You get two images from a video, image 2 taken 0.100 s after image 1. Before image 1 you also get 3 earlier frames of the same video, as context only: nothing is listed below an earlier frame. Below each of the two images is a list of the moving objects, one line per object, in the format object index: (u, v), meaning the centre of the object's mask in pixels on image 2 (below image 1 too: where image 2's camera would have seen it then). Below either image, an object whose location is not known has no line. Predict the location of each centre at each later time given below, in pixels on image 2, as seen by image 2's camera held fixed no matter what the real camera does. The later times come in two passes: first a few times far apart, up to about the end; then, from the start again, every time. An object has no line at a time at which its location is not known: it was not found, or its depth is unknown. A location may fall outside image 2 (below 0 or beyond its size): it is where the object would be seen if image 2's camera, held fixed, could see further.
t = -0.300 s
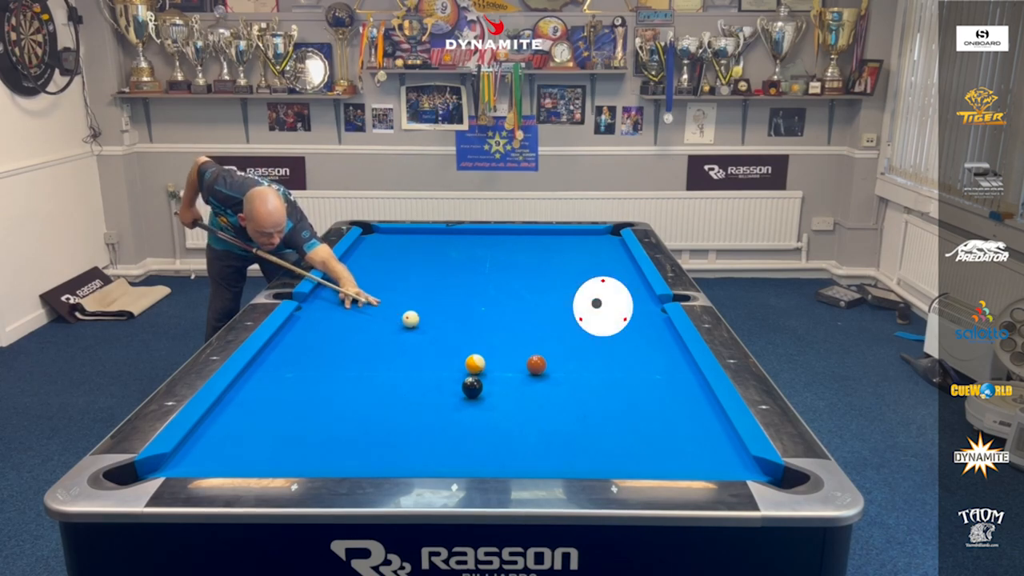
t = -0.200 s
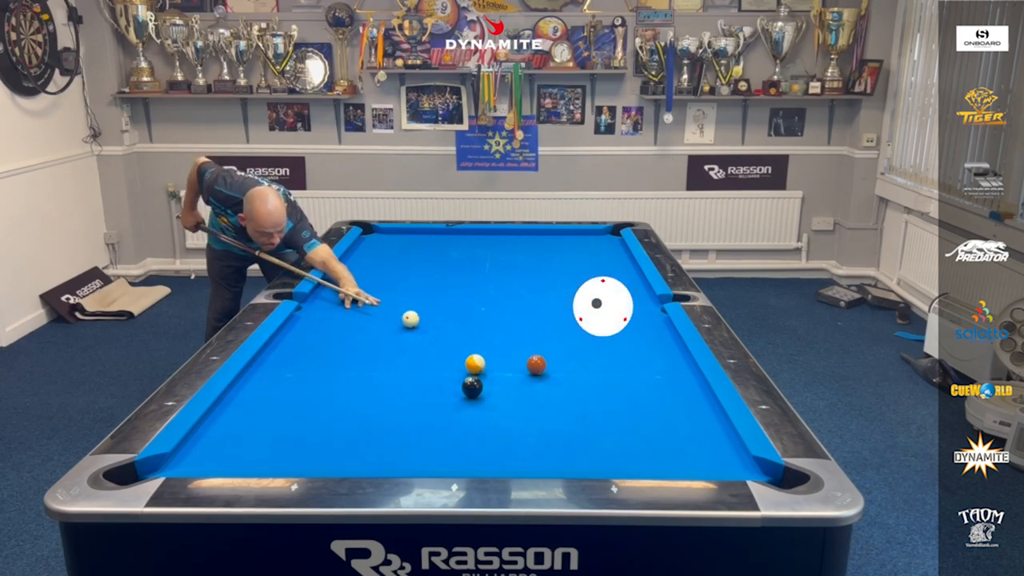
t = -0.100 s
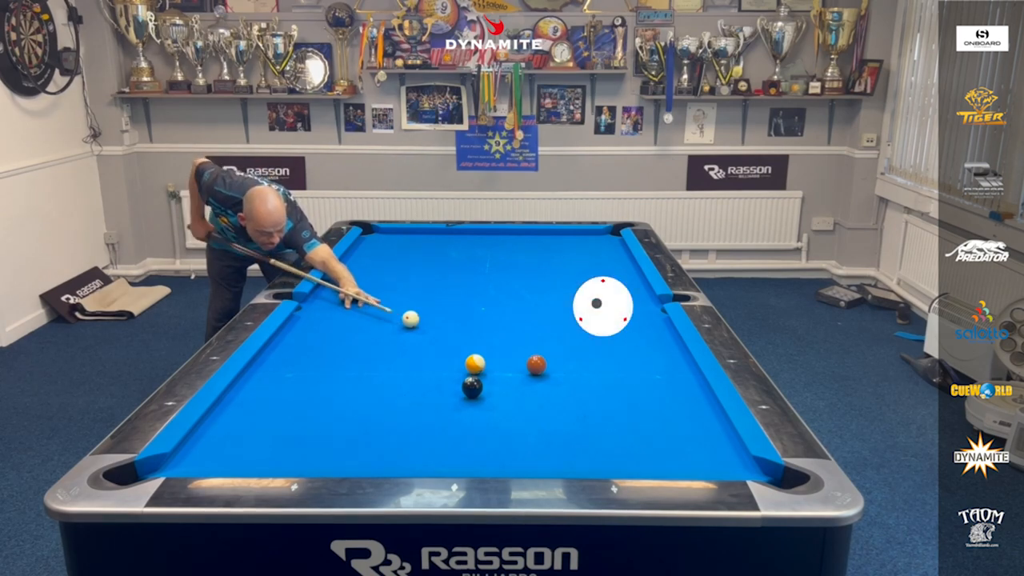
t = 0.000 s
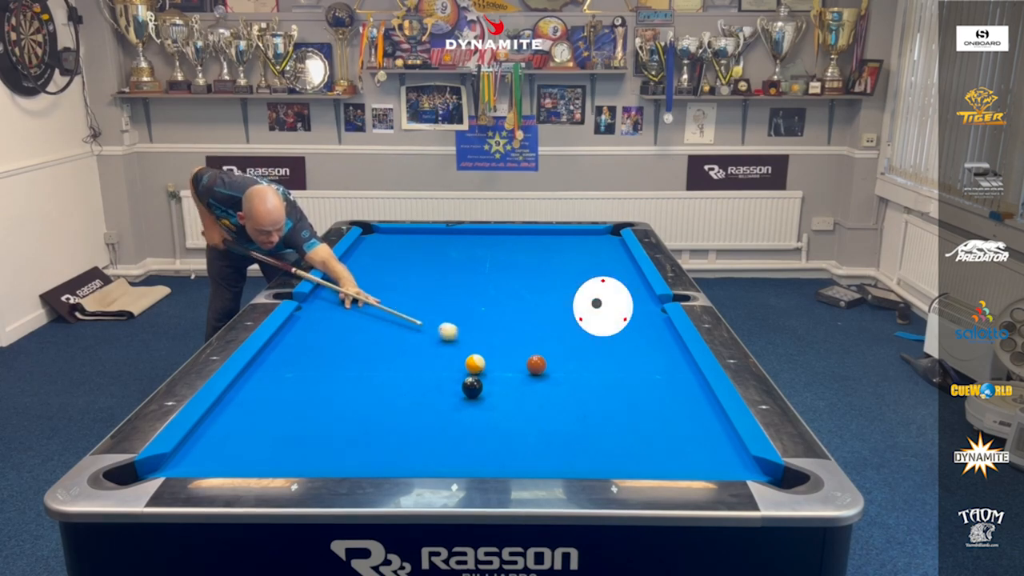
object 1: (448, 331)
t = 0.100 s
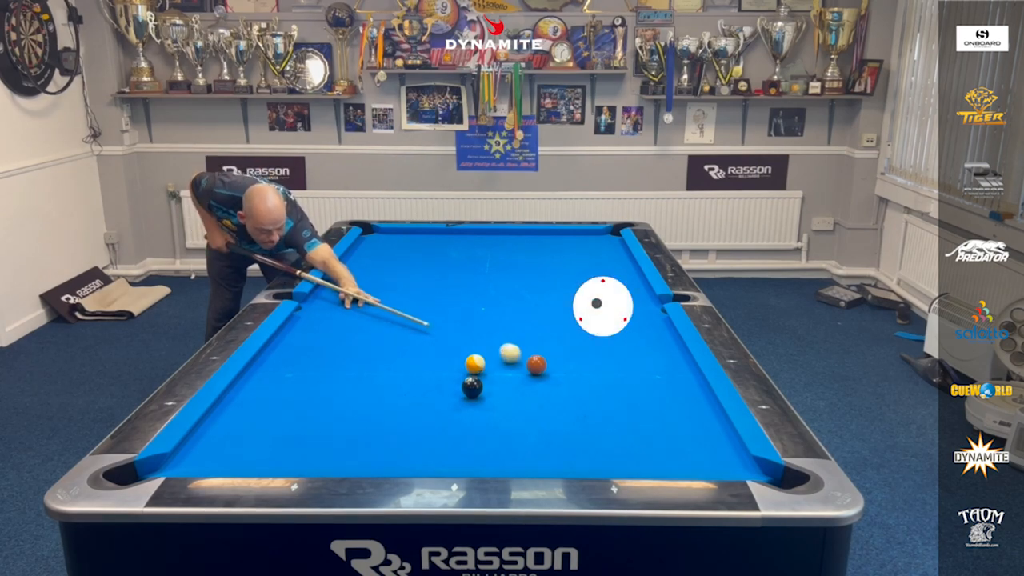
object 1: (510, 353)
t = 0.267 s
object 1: (548, 356)
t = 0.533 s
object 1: (588, 354)
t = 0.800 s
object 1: (625, 352)
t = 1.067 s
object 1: (660, 350)
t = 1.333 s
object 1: (668, 348)
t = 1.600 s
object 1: (650, 345)
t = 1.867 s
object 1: (635, 343)
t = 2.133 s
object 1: (622, 342)
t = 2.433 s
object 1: (609, 341)
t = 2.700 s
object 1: (601, 340)
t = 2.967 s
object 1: (594, 339)
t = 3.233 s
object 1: (590, 339)
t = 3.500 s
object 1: (587, 339)
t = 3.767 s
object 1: (587, 339)
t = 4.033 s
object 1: (587, 339)
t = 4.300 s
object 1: (587, 339)
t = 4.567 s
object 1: (587, 339)
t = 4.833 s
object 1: (587, 339)
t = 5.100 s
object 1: (587, 339)
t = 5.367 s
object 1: (587, 339)
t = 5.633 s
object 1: (587, 339)
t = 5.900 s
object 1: (587, 339)
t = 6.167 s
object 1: (587, 339)
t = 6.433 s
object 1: (587, 339)
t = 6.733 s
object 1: (587, 339)
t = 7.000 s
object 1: (587, 339)
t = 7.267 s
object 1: (587, 339)
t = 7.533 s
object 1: (587, 339)
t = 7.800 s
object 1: (587, 339)
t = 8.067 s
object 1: (587, 339)
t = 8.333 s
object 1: (587, 339)
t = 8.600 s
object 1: (587, 339)
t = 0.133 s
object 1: (526, 357)
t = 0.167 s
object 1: (532, 357)
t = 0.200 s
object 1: (538, 357)
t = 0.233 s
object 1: (543, 356)
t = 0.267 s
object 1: (548, 356)
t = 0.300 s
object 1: (553, 356)
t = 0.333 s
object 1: (558, 356)
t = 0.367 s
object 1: (563, 355)
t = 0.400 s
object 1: (568, 355)
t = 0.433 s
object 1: (573, 355)
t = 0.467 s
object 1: (578, 354)
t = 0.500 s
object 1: (583, 354)
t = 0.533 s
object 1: (588, 354)
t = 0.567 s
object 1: (593, 354)
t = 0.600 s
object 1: (597, 353)
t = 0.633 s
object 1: (602, 353)
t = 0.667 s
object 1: (607, 353)
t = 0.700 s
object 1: (611, 353)
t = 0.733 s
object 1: (616, 352)
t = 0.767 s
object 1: (621, 352)
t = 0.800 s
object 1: (625, 352)
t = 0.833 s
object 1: (630, 352)
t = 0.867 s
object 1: (634, 351)
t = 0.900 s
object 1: (638, 351)
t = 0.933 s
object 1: (643, 351)
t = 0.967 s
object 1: (647, 351)
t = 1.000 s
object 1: (652, 350)
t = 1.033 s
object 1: (656, 350)
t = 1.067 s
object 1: (660, 350)
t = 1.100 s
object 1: (664, 350)
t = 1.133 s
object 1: (669, 349)
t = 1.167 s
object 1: (673, 349)
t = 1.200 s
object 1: (677, 349)
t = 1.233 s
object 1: (676, 349)
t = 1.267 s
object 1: (673, 348)
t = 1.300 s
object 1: (671, 348)
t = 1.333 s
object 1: (668, 348)
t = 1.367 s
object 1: (666, 347)
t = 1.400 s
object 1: (664, 347)
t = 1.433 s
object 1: (661, 347)
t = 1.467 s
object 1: (659, 347)
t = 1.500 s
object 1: (657, 346)
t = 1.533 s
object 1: (655, 346)
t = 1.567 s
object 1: (653, 346)
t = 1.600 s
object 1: (650, 345)
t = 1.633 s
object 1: (648, 345)
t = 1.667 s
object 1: (646, 345)
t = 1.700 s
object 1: (644, 345)
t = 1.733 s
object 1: (642, 344)
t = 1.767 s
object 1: (641, 344)
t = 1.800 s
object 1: (639, 344)
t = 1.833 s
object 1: (637, 344)
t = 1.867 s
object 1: (635, 343)
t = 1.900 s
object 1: (633, 343)
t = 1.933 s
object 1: (631, 343)
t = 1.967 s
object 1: (630, 343)
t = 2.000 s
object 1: (628, 343)
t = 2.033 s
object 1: (627, 342)
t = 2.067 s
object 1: (625, 342)
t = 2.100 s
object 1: (623, 342)
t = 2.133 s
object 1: (622, 342)
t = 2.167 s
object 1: (621, 342)
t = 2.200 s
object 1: (619, 342)
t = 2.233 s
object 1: (618, 341)
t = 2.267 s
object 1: (616, 341)
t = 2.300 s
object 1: (615, 341)
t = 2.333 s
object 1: (613, 341)
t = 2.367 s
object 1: (612, 341)
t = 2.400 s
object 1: (611, 341)
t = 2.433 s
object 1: (609, 341)
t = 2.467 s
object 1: (608, 340)
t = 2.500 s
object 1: (607, 340)
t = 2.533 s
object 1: (606, 340)
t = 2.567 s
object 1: (605, 340)
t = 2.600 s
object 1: (604, 340)
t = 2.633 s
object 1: (603, 340)
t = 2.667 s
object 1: (602, 340)
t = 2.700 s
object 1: (601, 340)
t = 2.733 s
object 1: (600, 340)
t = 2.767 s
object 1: (599, 340)
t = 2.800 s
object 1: (598, 339)
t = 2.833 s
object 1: (598, 339)
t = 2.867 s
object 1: (597, 339)
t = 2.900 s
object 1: (596, 339)
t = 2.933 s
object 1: (595, 339)
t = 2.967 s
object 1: (594, 339)
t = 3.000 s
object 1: (594, 339)
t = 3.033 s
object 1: (593, 339)
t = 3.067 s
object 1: (592, 339)
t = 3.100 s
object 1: (592, 339)
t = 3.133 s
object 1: (591, 339)
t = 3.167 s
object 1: (591, 339)
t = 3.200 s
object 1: (590, 339)
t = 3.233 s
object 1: (590, 339)
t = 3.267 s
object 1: (590, 339)
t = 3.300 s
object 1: (589, 339)
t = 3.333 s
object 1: (589, 339)
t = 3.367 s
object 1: (589, 339)
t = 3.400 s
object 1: (588, 339)
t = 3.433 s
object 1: (588, 339)
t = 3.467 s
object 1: (588, 339)
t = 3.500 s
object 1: (587, 339)
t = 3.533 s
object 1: (587, 339)
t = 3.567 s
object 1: (587, 339)
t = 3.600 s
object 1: (587, 339)
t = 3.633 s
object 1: (587, 339)
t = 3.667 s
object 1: (587, 339)
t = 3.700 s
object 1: (587, 339)
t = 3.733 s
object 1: (587, 339)
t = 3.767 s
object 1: (587, 339)
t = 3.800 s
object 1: (587, 339)
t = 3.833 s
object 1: (587, 339)
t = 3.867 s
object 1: (587, 339)
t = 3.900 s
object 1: (587, 339)
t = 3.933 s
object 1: (587, 339)
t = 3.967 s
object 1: (587, 339)
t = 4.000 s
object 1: (587, 339)
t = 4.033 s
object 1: (587, 339)
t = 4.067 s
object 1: (587, 339)
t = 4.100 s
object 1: (587, 339)
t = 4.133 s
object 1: (587, 339)
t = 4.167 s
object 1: (587, 339)
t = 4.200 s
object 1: (587, 339)
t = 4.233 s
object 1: (587, 339)
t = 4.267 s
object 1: (587, 339)
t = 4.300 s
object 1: (587, 339)
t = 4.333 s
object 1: (587, 339)
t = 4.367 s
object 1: (587, 339)
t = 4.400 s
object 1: (587, 339)
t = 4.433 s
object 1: (587, 339)
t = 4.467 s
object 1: (587, 339)
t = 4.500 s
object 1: (587, 339)
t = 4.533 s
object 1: (587, 339)
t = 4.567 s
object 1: (587, 339)
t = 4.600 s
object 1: (587, 339)
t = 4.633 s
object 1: (587, 339)
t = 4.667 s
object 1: (587, 339)
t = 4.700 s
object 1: (587, 339)
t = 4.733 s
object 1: (587, 339)
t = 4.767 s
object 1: (587, 339)
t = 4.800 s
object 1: (587, 339)
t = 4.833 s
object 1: (587, 339)
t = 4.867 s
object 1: (587, 339)
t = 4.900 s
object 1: (587, 339)
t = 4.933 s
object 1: (587, 339)
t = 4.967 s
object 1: (587, 339)
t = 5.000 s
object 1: (587, 339)
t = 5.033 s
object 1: (587, 339)
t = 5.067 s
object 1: (587, 339)
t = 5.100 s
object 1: (587, 339)
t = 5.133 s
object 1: (587, 339)
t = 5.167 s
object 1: (587, 339)
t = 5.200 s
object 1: (587, 339)
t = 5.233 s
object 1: (587, 339)
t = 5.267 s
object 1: (587, 339)
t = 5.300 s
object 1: (587, 339)
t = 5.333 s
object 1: (587, 339)
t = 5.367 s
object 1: (587, 339)
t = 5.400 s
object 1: (587, 339)
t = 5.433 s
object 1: (587, 339)
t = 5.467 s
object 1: (587, 339)
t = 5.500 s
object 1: (587, 339)
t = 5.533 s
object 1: (587, 339)
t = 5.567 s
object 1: (587, 339)
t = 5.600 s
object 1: (587, 339)
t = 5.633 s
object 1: (587, 339)
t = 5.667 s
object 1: (587, 339)
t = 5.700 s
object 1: (587, 339)
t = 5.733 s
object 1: (587, 339)
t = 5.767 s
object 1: (587, 339)
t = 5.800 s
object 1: (587, 339)
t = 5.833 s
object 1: (587, 339)
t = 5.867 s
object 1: (587, 339)
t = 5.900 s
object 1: (587, 339)
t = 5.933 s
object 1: (587, 339)
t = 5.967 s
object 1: (587, 339)
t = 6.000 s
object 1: (587, 339)
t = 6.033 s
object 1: (587, 339)
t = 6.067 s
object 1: (587, 339)
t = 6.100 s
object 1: (587, 339)
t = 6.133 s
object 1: (587, 339)
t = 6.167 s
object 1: (587, 339)
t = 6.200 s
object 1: (587, 339)
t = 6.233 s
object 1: (587, 339)
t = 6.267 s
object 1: (587, 339)
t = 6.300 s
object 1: (587, 339)
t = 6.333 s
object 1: (587, 339)
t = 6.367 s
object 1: (587, 339)
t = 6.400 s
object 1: (587, 339)
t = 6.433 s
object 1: (587, 339)
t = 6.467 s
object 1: (587, 339)
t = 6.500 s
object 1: (587, 339)
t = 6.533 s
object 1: (587, 339)
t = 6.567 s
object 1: (587, 339)
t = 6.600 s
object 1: (587, 339)
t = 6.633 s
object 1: (587, 339)
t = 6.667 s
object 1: (587, 339)
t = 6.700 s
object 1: (587, 339)
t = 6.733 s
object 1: (587, 339)
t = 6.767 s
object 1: (587, 339)
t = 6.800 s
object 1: (587, 339)
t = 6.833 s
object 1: (587, 339)
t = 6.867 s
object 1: (587, 339)
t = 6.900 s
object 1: (587, 339)
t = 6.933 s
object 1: (587, 339)
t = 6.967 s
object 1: (587, 339)
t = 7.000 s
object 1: (587, 339)
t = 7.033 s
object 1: (587, 339)
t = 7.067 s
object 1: (587, 339)
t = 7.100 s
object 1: (587, 339)
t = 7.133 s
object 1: (587, 339)
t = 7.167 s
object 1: (587, 339)
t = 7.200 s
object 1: (587, 339)
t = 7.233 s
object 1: (587, 339)
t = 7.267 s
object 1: (587, 339)
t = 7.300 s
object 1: (587, 339)
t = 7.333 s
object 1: (587, 339)
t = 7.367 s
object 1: (587, 339)
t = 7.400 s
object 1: (587, 339)
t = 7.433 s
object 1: (587, 339)
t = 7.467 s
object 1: (587, 339)
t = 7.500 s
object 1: (587, 339)
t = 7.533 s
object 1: (587, 339)
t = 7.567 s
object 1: (587, 339)
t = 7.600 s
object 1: (587, 339)
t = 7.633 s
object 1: (587, 339)
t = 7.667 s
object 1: (587, 339)
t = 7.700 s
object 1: (587, 339)
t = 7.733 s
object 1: (587, 338)
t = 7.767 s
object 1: (587, 339)
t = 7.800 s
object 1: (587, 339)
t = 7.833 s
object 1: (587, 339)
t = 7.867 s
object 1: (587, 339)
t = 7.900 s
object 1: (587, 339)
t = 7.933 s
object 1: (587, 339)
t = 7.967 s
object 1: (587, 339)
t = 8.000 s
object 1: (587, 339)
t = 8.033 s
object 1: (587, 339)
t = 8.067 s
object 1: (587, 339)
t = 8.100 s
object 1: (587, 339)
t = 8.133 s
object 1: (587, 339)
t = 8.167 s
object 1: (587, 339)
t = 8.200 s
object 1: (587, 339)
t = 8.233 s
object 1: (587, 339)
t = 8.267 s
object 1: (587, 339)
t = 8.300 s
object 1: (587, 339)
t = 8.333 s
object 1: (587, 339)
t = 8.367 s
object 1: (587, 339)
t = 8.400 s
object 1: (587, 339)
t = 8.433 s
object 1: (587, 339)
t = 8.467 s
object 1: (587, 339)
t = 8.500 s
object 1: (587, 339)
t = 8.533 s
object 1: (587, 339)
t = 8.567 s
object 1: (587, 339)
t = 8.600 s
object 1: (587, 339)
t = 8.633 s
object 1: (587, 339)
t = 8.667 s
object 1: (587, 339)
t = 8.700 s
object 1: (587, 339)
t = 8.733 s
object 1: (587, 339)
